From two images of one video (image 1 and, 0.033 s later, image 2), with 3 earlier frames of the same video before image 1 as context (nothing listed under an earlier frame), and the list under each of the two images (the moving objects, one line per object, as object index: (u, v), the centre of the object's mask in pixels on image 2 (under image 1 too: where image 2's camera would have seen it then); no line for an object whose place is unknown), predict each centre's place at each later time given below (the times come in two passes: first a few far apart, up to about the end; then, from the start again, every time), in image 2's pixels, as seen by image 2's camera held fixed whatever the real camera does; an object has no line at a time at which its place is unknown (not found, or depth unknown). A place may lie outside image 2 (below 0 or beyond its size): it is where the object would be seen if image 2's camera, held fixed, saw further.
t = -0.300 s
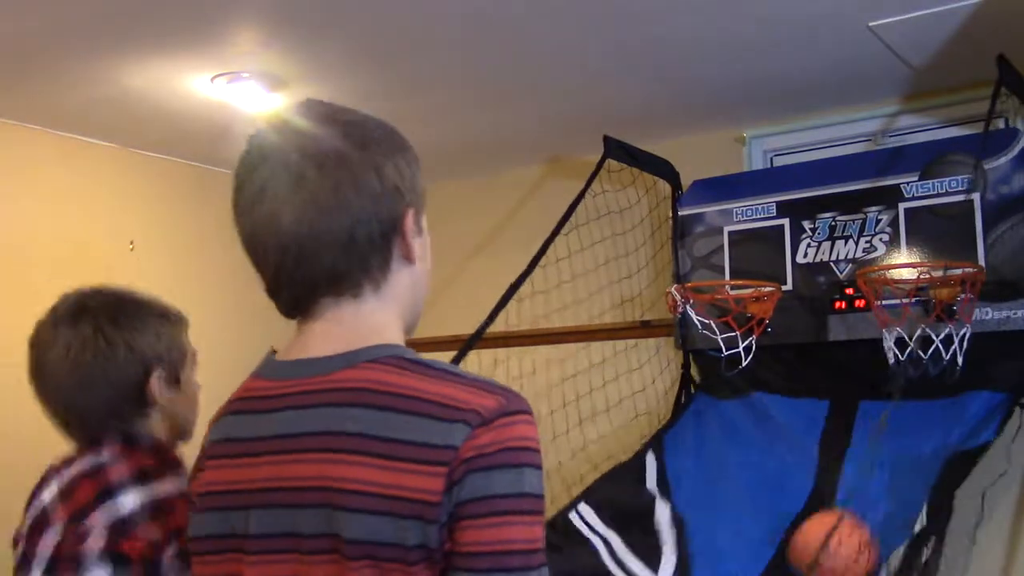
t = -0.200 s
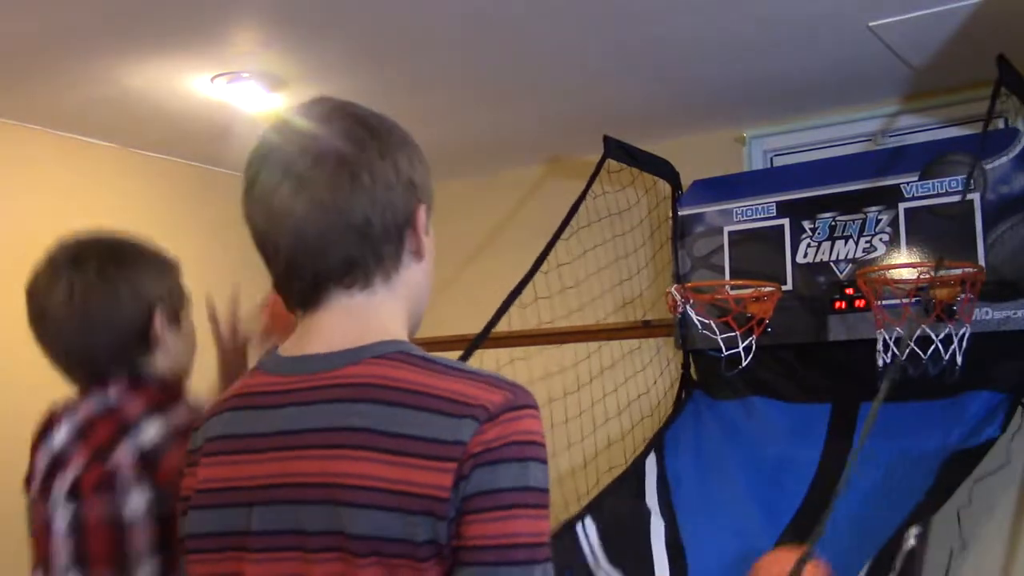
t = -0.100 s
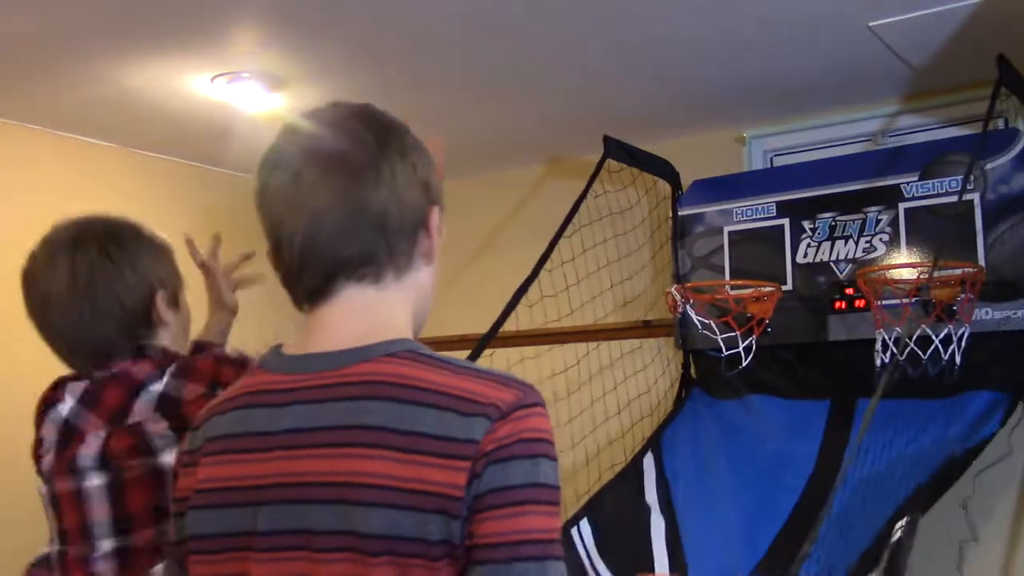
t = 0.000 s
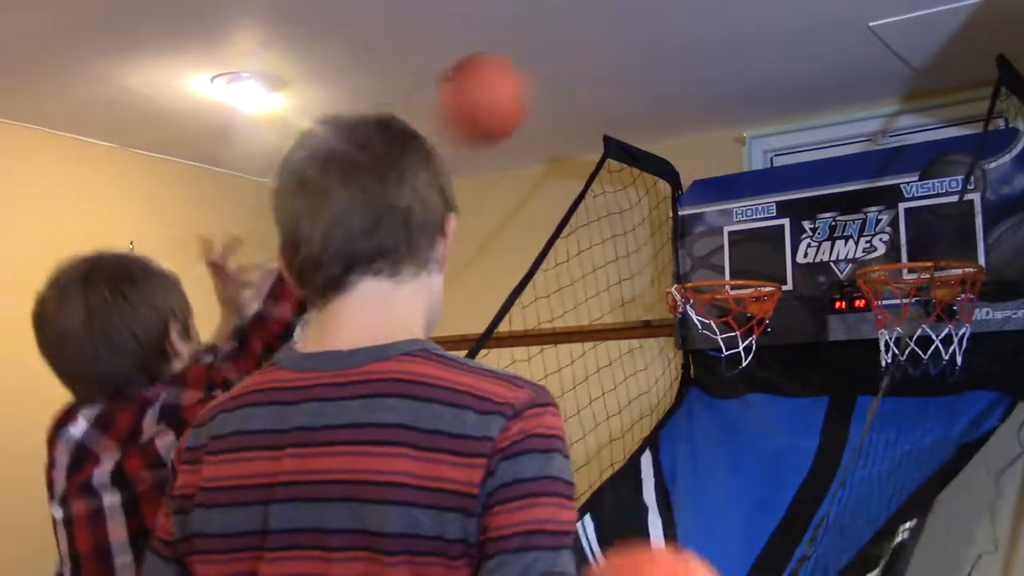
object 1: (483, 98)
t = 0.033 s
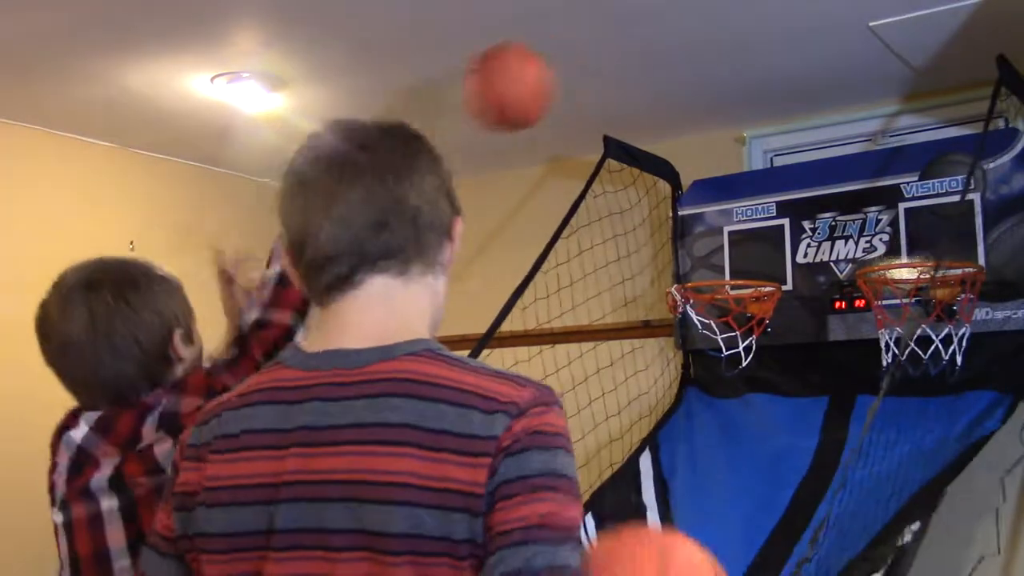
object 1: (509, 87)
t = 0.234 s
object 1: (641, 120)
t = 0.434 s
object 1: (736, 268)
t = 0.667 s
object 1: (764, 319)
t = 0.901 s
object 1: (817, 407)
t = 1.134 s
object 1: (847, 500)
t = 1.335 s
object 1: (837, 563)
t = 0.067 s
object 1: (534, 81)
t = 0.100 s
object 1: (559, 80)
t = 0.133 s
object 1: (580, 84)
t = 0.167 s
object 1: (601, 93)
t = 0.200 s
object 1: (621, 103)
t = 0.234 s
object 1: (641, 120)
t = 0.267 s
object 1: (659, 139)
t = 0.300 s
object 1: (677, 163)
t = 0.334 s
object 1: (693, 187)
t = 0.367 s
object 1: (709, 217)
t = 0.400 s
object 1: (723, 250)
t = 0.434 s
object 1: (736, 268)
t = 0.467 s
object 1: (723, 288)
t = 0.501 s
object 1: (713, 295)
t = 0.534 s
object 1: (717, 298)
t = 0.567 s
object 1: (726, 301)
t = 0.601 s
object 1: (749, 313)
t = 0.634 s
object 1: (759, 315)
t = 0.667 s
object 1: (764, 319)
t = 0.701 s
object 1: (778, 334)
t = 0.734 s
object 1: (779, 356)
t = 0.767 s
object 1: (789, 373)
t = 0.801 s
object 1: (796, 388)
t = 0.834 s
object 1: (805, 395)
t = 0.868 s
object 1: (811, 400)
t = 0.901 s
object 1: (817, 407)
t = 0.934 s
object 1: (823, 418)
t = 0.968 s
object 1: (828, 428)
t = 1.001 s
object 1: (833, 440)
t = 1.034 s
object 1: (837, 453)
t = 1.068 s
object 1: (843, 467)
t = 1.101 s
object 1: (844, 483)
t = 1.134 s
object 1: (847, 500)
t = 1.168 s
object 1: (848, 517)
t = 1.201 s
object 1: (848, 529)
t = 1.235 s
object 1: (845, 541)
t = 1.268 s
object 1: (845, 549)
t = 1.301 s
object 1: (840, 555)
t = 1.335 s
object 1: (837, 563)
